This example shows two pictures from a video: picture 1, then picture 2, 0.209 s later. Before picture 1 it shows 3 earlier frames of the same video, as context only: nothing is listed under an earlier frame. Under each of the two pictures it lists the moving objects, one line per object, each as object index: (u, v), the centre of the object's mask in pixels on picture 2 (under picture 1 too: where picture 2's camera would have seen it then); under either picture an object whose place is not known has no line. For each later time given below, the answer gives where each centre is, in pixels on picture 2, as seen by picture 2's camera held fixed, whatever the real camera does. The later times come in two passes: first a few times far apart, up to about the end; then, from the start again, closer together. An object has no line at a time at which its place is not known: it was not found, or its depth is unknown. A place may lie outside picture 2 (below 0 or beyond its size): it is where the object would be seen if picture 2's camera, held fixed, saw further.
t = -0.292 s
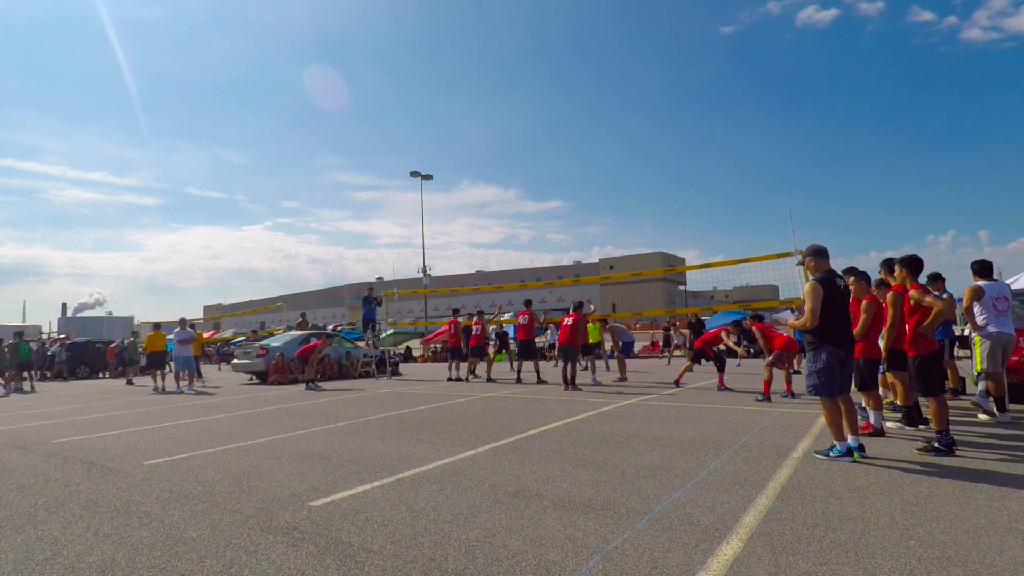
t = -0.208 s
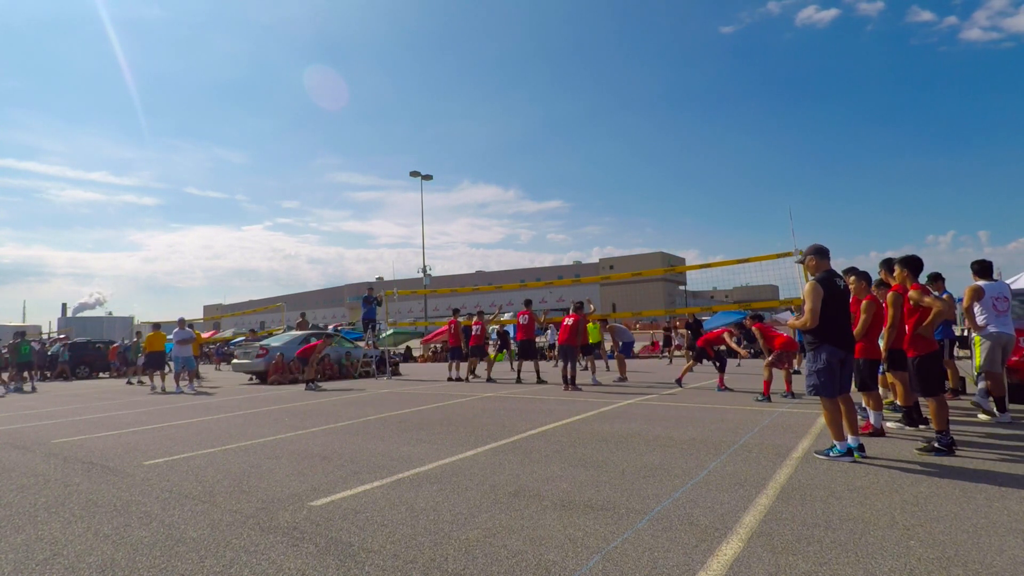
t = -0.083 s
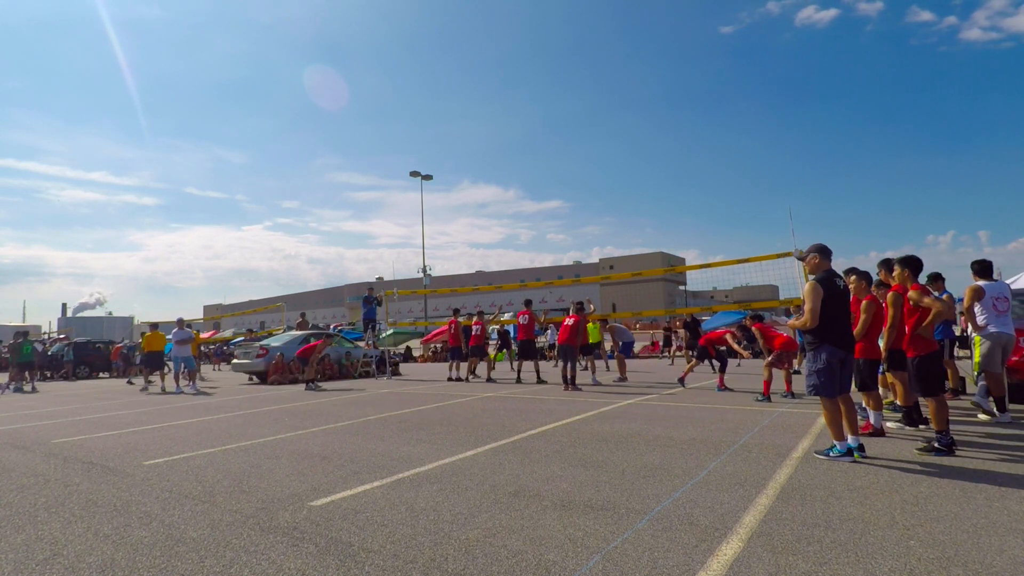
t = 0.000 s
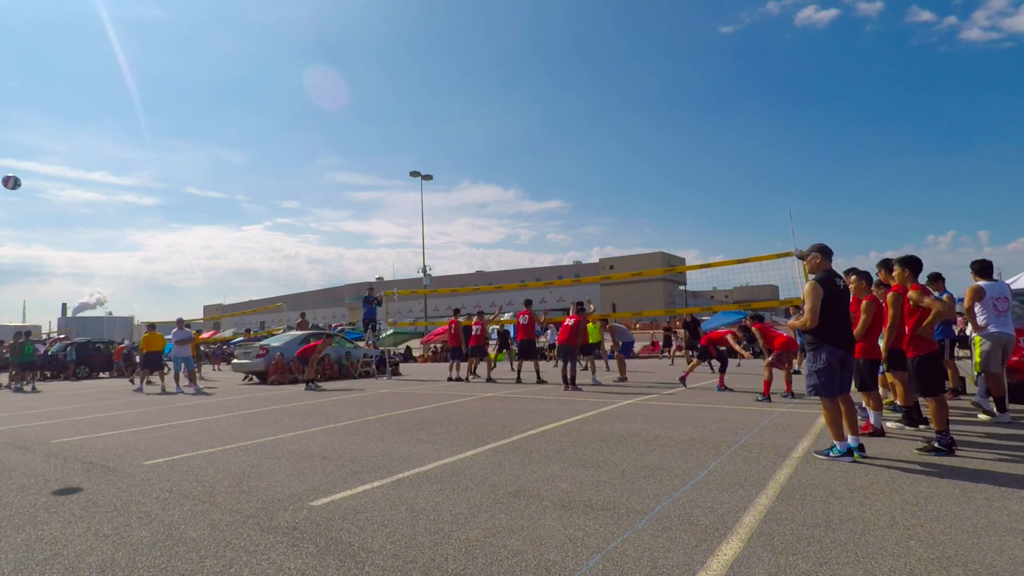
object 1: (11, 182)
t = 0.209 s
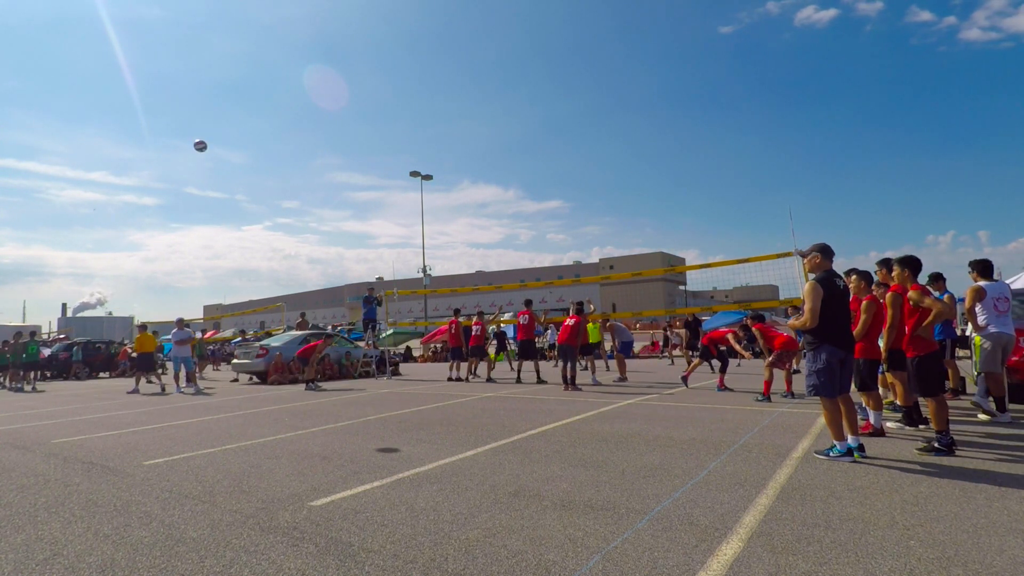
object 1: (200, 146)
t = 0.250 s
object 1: (228, 143)
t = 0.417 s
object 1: (319, 142)
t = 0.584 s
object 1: (388, 155)
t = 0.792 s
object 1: (453, 182)
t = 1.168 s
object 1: (535, 247)
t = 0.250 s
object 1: (228, 143)
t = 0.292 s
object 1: (254, 141)
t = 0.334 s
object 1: (277, 141)
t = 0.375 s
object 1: (299, 141)
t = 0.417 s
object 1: (319, 142)
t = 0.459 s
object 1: (338, 144)
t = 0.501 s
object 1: (356, 147)
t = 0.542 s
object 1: (372, 151)
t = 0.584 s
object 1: (388, 155)
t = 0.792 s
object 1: (453, 182)
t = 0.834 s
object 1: (464, 187)
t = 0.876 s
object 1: (474, 194)
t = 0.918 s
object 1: (484, 201)
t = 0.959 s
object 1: (494, 208)
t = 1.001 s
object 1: (503, 215)
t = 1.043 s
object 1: (511, 223)
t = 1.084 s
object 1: (520, 231)
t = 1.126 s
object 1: (527, 239)
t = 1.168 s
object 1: (535, 247)
